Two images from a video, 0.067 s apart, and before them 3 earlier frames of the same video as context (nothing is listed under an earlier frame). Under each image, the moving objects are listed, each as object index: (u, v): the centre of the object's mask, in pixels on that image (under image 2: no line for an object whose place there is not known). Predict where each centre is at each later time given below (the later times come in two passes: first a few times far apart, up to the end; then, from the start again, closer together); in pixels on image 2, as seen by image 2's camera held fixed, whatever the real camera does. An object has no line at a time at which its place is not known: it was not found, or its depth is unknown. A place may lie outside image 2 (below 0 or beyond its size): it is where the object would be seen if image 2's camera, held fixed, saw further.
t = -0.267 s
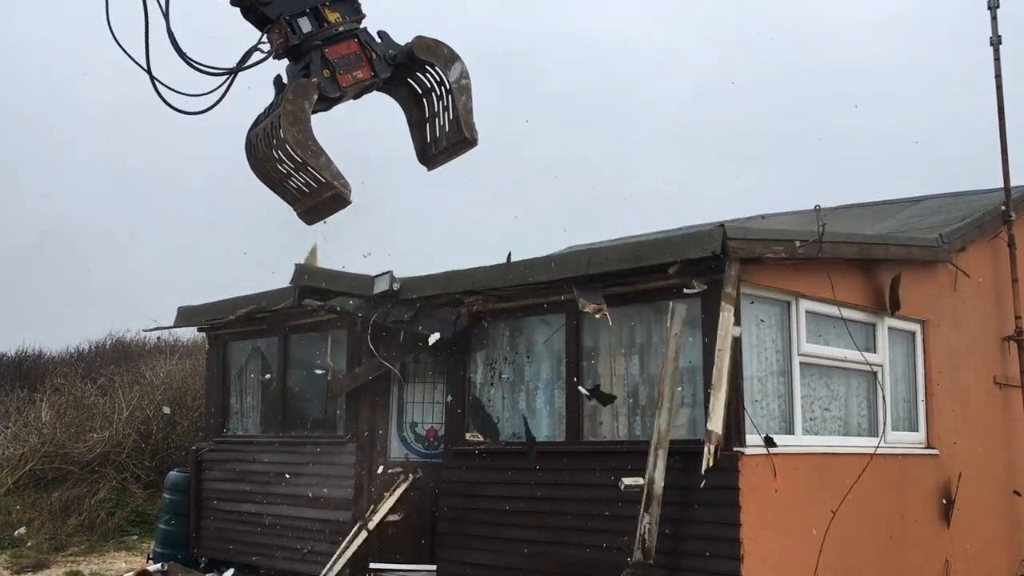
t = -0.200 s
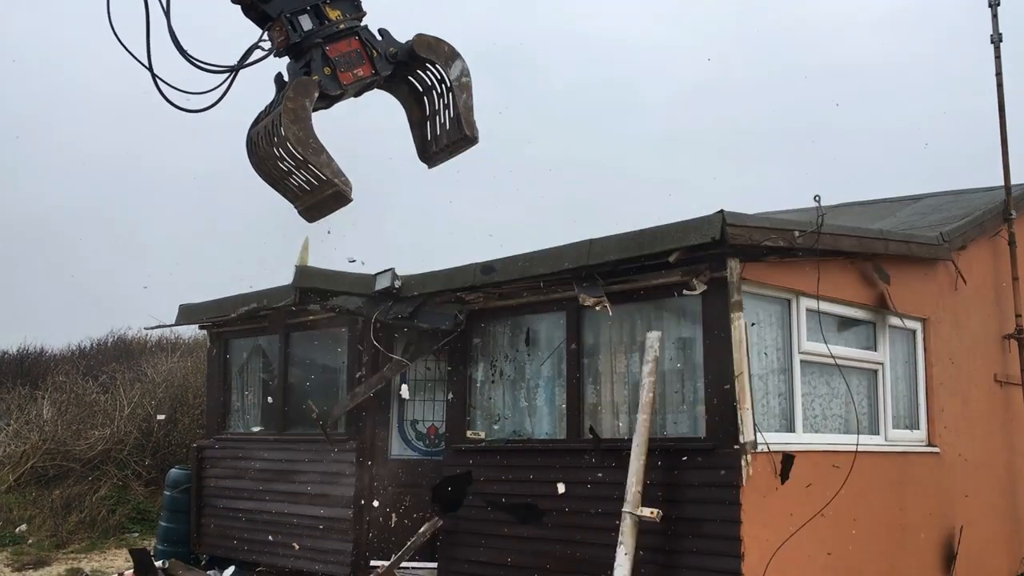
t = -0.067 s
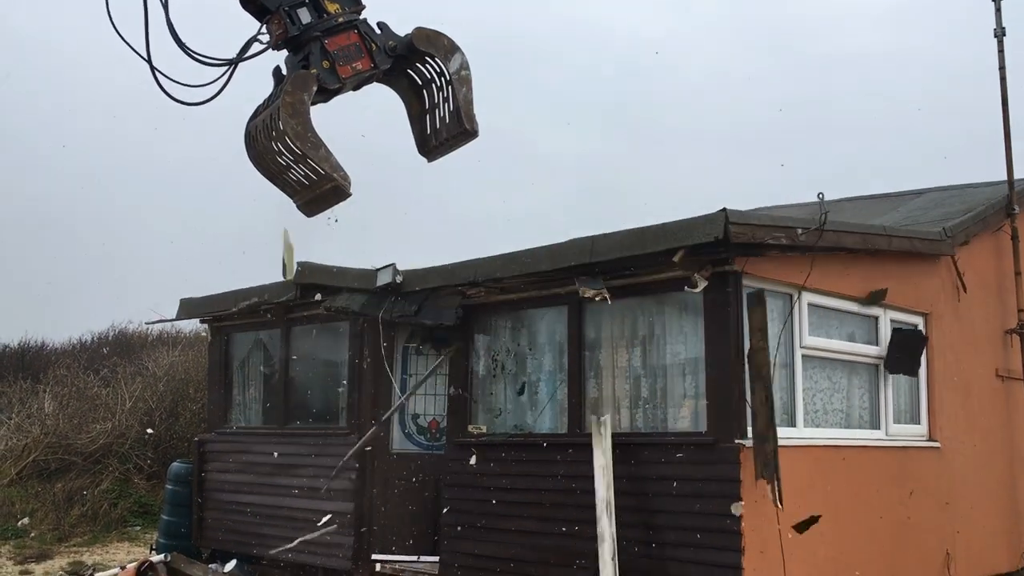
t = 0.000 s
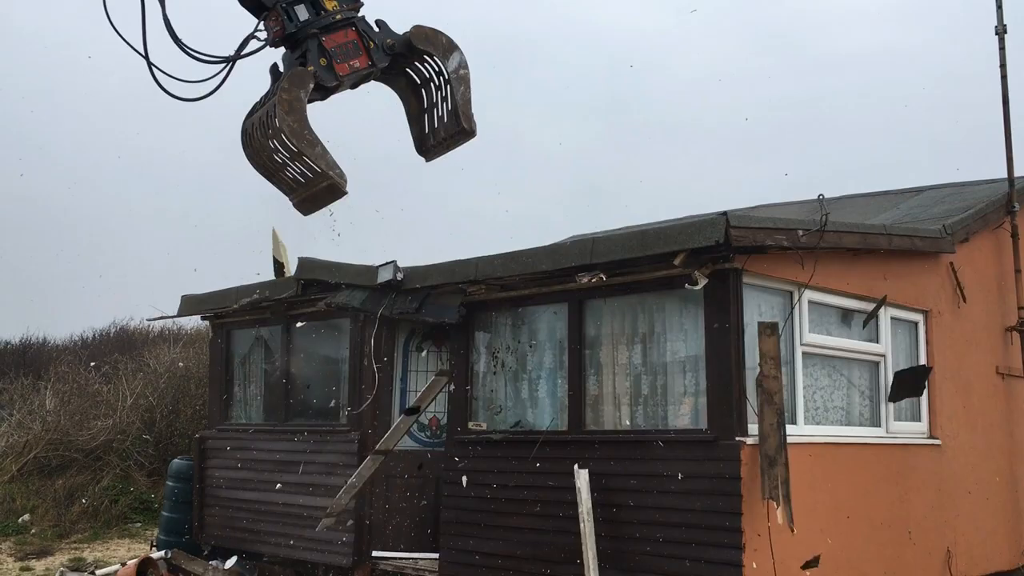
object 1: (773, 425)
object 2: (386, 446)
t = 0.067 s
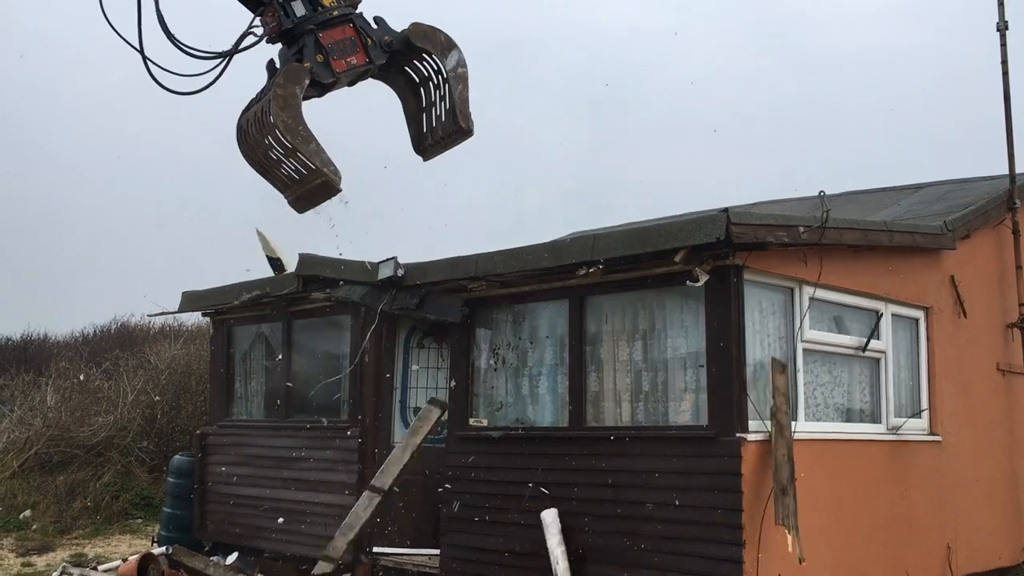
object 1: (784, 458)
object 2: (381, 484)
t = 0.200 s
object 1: (813, 520)
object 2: (395, 540)
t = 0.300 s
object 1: (853, 561)
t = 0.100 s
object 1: (789, 479)
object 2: (382, 501)
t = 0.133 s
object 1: (795, 496)
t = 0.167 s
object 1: (803, 509)
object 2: (391, 525)
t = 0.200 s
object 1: (813, 520)
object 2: (395, 540)
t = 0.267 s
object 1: (838, 546)
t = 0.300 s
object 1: (853, 561)
